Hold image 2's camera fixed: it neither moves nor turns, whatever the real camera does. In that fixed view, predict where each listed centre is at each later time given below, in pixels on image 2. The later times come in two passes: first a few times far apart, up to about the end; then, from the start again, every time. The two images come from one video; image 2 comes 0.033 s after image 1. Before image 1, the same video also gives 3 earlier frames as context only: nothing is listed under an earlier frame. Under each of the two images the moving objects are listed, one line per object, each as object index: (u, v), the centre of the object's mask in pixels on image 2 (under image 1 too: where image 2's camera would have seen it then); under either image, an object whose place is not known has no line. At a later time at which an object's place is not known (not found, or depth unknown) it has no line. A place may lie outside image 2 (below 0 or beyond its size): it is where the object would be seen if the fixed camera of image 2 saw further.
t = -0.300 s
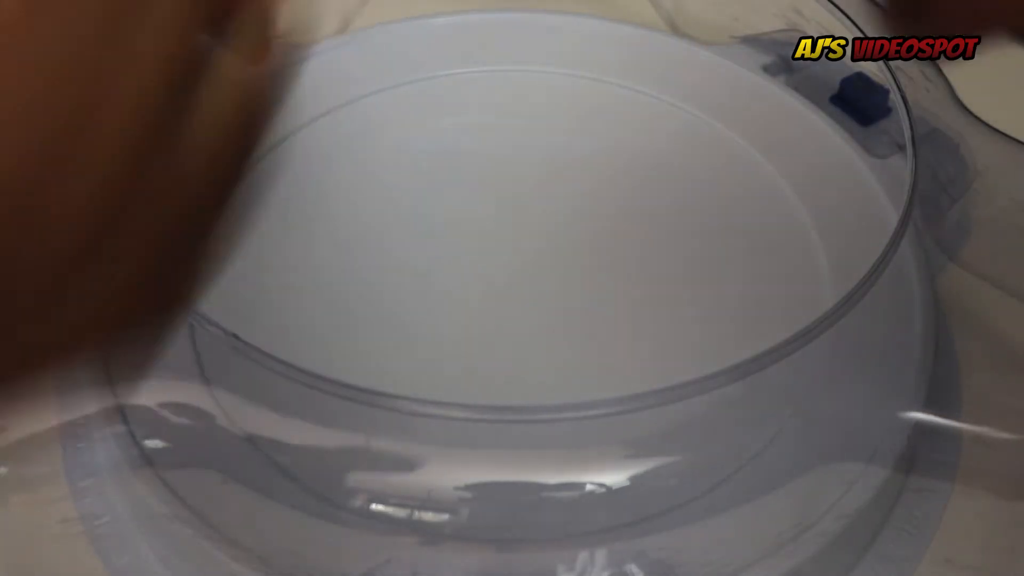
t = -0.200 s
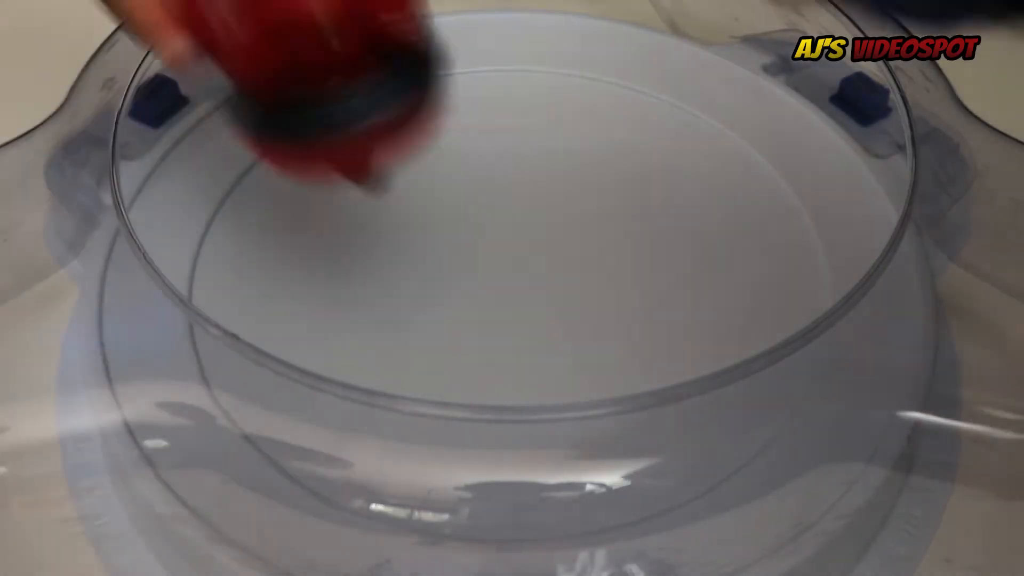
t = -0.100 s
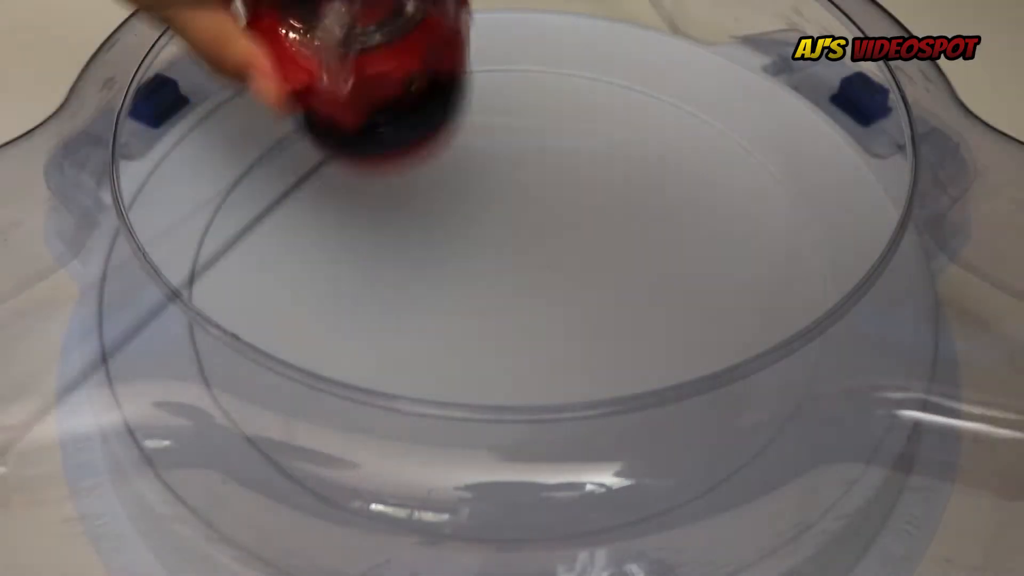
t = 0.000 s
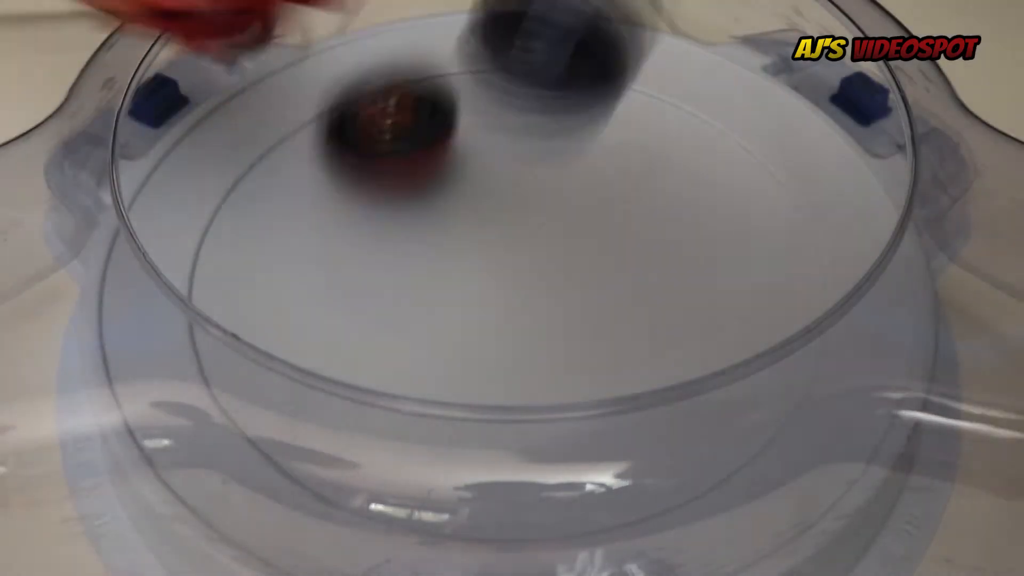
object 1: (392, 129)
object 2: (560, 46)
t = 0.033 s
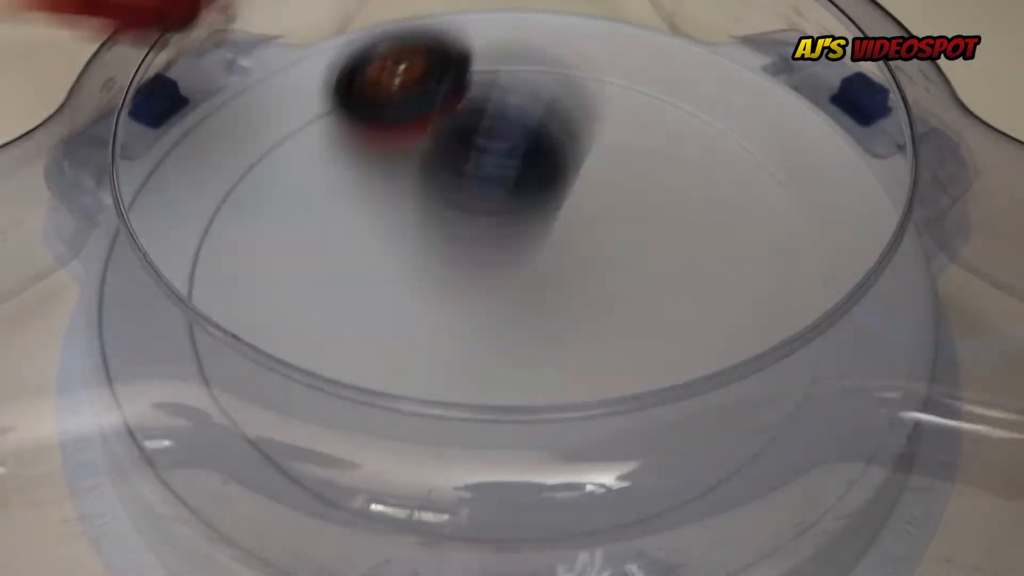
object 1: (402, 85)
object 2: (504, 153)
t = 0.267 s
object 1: (486, 133)
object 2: (416, 69)
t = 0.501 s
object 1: (718, 283)
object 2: (251, 210)
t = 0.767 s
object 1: (695, 320)
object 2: (537, 300)
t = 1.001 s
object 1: (759, 248)
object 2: (529, 149)
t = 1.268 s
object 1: (432, 257)
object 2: (356, 161)
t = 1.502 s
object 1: (391, 477)
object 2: (362, 226)
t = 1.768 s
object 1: (597, 396)
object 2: (591, 214)
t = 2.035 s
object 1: (416, 257)
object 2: (505, 101)
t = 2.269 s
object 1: (271, 226)
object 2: (443, 238)
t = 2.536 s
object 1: (281, 312)
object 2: (714, 262)
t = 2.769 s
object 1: (486, 247)
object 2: (616, 149)
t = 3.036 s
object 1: (320, 232)
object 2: (476, 173)
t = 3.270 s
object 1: (342, 327)
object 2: (538, 336)
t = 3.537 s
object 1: (469, 242)
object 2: (782, 241)
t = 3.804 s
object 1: (370, 126)
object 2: (566, 172)
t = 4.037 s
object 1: (288, 212)
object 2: (420, 322)
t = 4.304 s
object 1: (506, 246)
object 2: (626, 463)
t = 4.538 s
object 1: (595, 126)
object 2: (654, 304)
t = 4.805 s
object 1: (457, 99)
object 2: (402, 221)
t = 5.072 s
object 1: (533, 242)
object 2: (243, 321)
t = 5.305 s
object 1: (716, 240)
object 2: (442, 341)
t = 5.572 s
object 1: (663, 159)
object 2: (484, 162)
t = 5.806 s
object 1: (649, 232)
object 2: (278, 125)
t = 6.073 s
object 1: (663, 336)
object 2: (361, 267)
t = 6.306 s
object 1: (586, 326)
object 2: (560, 218)
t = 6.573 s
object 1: (400, 342)
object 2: (592, 113)
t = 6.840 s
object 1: (428, 337)
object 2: (521, 175)
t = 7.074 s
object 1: (315, 270)
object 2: (603, 243)
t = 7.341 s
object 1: (295, 273)
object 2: (655, 276)
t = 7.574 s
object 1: (390, 233)
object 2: (580, 303)
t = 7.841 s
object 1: (465, 142)
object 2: (460, 343)
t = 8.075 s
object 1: (470, 130)
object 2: (415, 333)
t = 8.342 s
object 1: (573, 209)
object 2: (397, 265)
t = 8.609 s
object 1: (679, 221)
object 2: (414, 199)
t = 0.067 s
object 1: (413, 65)
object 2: (466, 253)
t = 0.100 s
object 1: (425, 65)
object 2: (450, 223)
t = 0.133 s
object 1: (439, 75)
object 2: (439, 116)
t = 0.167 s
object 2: (437, 96)
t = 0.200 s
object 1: (486, 103)
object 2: (429, 65)
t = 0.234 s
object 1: (482, 119)
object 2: (421, 57)
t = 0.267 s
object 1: (486, 133)
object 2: (416, 69)
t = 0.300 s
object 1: (499, 143)
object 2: (412, 105)
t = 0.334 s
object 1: (525, 166)
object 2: (367, 116)
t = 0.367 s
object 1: (566, 167)
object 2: (318, 145)
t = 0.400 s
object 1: (610, 192)
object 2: (296, 141)
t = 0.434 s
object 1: (656, 240)
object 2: (277, 142)
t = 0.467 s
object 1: (695, 283)
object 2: (262, 168)
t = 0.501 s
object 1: (718, 283)
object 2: (251, 210)
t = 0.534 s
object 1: (734, 298)
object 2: (262, 216)
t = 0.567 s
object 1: (751, 336)
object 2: (282, 238)
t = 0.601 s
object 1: (753, 330)
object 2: (308, 274)
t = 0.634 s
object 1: (750, 342)
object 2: (350, 285)
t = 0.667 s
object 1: (739, 340)
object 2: (396, 311)
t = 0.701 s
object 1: (719, 324)
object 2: (447, 310)
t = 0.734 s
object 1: (706, 323)
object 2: (494, 315)
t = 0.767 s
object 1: (695, 320)
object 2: (537, 300)
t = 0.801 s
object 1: (713, 315)
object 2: (544, 267)
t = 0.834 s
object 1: (733, 311)
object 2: (549, 240)
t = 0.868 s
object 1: (751, 305)
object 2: (552, 225)
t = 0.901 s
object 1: (768, 295)
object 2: (553, 199)
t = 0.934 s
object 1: (778, 284)
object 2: (550, 185)
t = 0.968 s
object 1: (778, 266)
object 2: (541, 167)
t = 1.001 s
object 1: (759, 248)
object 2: (529, 149)
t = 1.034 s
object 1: (728, 235)
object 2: (513, 131)
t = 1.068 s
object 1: (687, 227)
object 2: (489, 115)
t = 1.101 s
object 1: (644, 224)
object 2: (462, 108)
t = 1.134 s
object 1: (599, 226)
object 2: (435, 106)
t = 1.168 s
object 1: (555, 230)
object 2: (410, 112)
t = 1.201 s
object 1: (511, 237)
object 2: (387, 123)
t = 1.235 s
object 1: (470, 246)
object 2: (368, 142)
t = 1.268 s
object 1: (432, 257)
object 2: (356, 161)
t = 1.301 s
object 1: (407, 293)
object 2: (340, 160)
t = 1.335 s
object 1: (388, 328)
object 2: (330, 162)
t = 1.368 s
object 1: (372, 366)
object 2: (325, 171)
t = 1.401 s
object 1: (368, 400)
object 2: (324, 183)
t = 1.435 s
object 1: (369, 434)
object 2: (331, 197)
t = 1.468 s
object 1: (376, 460)
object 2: (344, 212)
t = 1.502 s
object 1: (391, 477)
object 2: (362, 226)
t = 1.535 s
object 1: (421, 483)
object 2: (384, 240)
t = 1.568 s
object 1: (452, 487)
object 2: (411, 251)
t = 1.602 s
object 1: (484, 483)
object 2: (439, 259)
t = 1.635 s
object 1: (519, 478)
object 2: (470, 263)
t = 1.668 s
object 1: (545, 469)
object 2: (503, 260)
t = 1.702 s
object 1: (570, 441)
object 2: (536, 250)
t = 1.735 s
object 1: (590, 420)
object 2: (566, 236)
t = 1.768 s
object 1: (597, 396)
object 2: (591, 214)
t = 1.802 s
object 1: (592, 361)
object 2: (606, 191)
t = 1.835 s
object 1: (580, 350)
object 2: (612, 167)
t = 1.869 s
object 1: (561, 333)
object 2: (608, 144)
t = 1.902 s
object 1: (536, 315)
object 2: (596, 123)
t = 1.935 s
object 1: (507, 299)
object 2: (577, 108)
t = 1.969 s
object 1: (477, 281)
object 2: (553, 100)
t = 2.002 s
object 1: (447, 269)
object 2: (528, 98)
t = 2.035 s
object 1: (416, 257)
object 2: (505, 101)
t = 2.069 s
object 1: (387, 247)
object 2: (483, 110)
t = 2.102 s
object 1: (361, 238)
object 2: (464, 123)
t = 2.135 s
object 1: (335, 232)
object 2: (449, 140)
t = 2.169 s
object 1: (315, 228)
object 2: (438, 162)
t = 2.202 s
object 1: (297, 225)
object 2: (432, 186)
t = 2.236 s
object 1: (283, 224)
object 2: (433, 212)
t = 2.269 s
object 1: (271, 226)
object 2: (443, 238)
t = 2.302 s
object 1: (261, 231)
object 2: (463, 266)
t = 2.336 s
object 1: (255, 238)
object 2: (492, 290)
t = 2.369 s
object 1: (252, 247)
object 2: (531, 309)
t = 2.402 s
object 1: (252, 257)
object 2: (577, 318)
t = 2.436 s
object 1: (255, 268)
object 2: (623, 316)
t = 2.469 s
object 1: (260, 280)
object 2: (664, 303)
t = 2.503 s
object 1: (269, 293)
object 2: (694, 284)
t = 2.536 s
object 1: (281, 312)
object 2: (714, 262)
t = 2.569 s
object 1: (315, 318)
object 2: (726, 239)
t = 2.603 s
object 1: (348, 323)
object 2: (728, 214)
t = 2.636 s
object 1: (382, 317)
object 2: (720, 193)
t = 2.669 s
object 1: (415, 304)
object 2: (704, 175)
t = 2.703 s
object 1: (445, 288)
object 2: (679, 161)
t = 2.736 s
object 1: (469, 265)
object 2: (650, 153)
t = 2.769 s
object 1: (486, 247)
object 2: (616, 149)
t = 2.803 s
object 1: (492, 224)
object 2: (586, 148)
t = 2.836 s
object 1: (466, 221)
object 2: (581, 131)
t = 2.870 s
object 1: (437, 223)
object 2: (575, 124)
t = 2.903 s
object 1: (409, 224)
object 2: (562, 126)
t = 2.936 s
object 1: (382, 222)
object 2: (540, 130)
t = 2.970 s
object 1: (358, 223)
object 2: (516, 140)
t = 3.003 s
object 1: (337, 226)
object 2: (493, 155)
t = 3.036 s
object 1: (320, 232)
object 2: (476, 173)
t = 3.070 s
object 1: (307, 244)
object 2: (462, 194)
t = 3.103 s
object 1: (299, 258)
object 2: (455, 218)
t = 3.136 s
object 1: (295, 273)
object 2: (452, 243)
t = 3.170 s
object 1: (297, 290)
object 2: (457, 269)
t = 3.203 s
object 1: (312, 304)
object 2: (467, 294)
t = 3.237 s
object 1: (338, 321)
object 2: (484, 315)
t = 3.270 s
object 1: (342, 327)
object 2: (538, 336)
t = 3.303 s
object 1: (349, 331)
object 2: (590, 342)
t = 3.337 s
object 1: (366, 334)
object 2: (640, 341)
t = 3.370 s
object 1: (391, 334)
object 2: (673, 332)
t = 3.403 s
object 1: (417, 326)
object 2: (706, 321)
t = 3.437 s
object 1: (439, 309)
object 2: (737, 304)
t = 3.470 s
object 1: (455, 289)
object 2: (760, 287)
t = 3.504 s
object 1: (465, 265)
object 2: (777, 265)
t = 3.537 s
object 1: (469, 242)
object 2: (782, 241)
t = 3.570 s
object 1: (468, 221)
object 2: (776, 219)
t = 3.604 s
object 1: (462, 202)
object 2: (762, 198)
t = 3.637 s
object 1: (454, 184)
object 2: (740, 182)
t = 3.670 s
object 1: (441, 166)
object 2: (709, 171)
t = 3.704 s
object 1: (427, 151)
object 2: (677, 164)
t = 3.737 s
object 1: (410, 139)
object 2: (641, 162)
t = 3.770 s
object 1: (391, 130)
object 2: (602, 165)
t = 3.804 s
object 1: (370, 126)
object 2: (566, 172)
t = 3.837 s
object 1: (349, 125)
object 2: (529, 184)
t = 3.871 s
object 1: (328, 130)
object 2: (498, 200)
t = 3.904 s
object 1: (310, 141)
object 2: (469, 217)
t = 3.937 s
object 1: (297, 162)
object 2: (445, 236)
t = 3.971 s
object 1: (293, 183)
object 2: (426, 256)
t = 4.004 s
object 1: (294, 204)
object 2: (416, 283)
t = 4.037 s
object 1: (288, 212)
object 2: (420, 322)
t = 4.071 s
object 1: (292, 224)
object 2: (428, 349)
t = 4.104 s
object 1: (308, 237)
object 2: (438, 382)
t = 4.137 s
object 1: (334, 251)
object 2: (458, 406)
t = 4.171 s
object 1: (367, 260)
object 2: (483, 411)
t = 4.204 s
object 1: (402, 264)
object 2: (520, 445)
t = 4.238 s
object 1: (440, 263)
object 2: (553, 469)
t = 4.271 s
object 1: (475, 257)
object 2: (589, 461)
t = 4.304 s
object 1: (506, 246)
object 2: (626, 463)
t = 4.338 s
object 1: (532, 232)
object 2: (661, 453)
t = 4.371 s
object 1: (555, 216)
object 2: (676, 423)
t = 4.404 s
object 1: (573, 199)
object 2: (686, 400)
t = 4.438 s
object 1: (586, 181)
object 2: (689, 374)
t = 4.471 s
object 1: (594, 163)
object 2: (681, 340)
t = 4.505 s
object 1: (597, 144)
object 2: (673, 326)
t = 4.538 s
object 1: (595, 126)
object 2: (654, 304)
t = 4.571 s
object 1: (590, 109)
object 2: (629, 284)
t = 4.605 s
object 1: (580, 95)
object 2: (601, 266)
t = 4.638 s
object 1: (566, 82)
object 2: (568, 251)
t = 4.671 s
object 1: (548, 74)
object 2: (535, 240)
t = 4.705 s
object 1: (526, 70)
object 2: (501, 231)
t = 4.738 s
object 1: (502, 72)
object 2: (467, 225)
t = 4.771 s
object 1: (478, 82)
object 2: (436, 222)
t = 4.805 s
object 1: (457, 99)
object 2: (402, 221)
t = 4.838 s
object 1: (442, 120)
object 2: (373, 222)
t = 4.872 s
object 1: (437, 140)
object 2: (339, 229)
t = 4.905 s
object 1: (441, 160)
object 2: (306, 243)
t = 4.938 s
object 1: (449, 177)
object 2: (277, 253)
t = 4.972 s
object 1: (465, 197)
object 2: (256, 266)
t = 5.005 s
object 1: (484, 214)
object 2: (248, 279)
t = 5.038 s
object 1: (507, 230)
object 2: (239, 300)
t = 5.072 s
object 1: (533, 242)
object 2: (243, 321)
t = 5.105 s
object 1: (561, 254)
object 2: (258, 340)
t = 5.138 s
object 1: (590, 261)
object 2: (281, 354)
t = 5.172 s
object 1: (620, 264)
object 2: (311, 363)
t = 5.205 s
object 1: (647, 263)
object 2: (344, 365)
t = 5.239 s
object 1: (672, 258)
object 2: (376, 363)
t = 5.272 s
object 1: (696, 250)
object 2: (412, 352)
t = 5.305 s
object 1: (716, 240)
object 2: (442, 341)
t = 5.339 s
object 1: (731, 227)
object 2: (469, 326)
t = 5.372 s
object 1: (740, 213)
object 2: (492, 305)
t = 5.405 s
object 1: (741, 193)
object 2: (509, 281)
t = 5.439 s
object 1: (733, 179)
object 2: (519, 257)
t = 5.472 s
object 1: (715, 166)
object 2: (525, 234)
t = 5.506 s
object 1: (691, 158)
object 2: (528, 211)
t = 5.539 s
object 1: (663, 157)
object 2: (527, 190)
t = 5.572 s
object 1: (663, 159)
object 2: (484, 162)
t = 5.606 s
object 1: (673, 163)
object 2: (435, 139)
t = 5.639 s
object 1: (674, 170)
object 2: (398, 124)
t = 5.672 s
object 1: (671, 178)
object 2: (368, 115)
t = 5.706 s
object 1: (666, 190)
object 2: (342, 112)
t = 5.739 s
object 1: (659, 204)
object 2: (318, 112)
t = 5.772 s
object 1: (653, 218)
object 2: (293, 113)
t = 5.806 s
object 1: (649, 232)
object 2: (278, 125)
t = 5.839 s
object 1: (646, 251)
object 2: (271, 149)
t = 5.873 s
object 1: (645, 269)
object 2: (264, 170)
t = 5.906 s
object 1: (645, 286)
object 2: (265, 190)
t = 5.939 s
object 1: (646, 301)
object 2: (274, 212)
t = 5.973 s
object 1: (651, 315)
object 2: (288, 230)
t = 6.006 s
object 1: (655, 327)
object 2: (308, 249)
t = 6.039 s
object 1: (659, 332)
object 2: (333, 260)
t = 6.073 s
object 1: (663, 336)
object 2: (361, 267)
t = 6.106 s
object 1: (666, 337)
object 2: (391, 271)
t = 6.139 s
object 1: (664, 338)
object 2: (423, 271)
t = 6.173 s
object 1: (657, 336)
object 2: (455, 267)
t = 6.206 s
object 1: (649, 334)
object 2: (485, 260)
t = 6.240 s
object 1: (635, 333)
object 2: (513, 249)
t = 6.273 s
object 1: (611, 328)
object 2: (536, 234)
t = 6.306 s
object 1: (586, 326)
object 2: (560, 218)
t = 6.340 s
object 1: (560, 325)
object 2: (579, 206)
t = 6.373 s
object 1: (534, 325)
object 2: (594, 189)
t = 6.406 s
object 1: (507, 326)
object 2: (604, 172)
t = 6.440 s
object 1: (482, 329)
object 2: (609, 156)
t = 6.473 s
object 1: (457, 333)
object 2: (609, 142)
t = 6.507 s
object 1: (435, 337)
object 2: (606, 129)
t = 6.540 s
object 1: (415, 340)
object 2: (600, 120)
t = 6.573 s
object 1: (400, 342)
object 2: (592, 113)
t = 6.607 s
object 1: (389, 345)
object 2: (583, 111)
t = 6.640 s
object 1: (382, 348)
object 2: (573, 113)
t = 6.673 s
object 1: (377, 365)
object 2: (562, 119)
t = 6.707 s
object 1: (381, 368)
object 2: (553, 126)
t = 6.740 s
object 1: (392, 366)
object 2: (543, 136)
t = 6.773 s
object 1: (407, 352)
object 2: (533, 147)
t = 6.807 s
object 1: (417, 347)
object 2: (526, 160)
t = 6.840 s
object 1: (428, 337)
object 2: (521, 175)
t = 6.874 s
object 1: (435, 320)
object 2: (518, 191)
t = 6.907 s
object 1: (437, 304)
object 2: (518, 208)
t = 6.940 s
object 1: (415, 286)
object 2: (530, 215)
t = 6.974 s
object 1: (382, 287)
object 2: (553, 218)
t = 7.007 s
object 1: (355, 279)
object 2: (573, 229)
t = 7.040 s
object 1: (332, 274)
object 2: (590, 234)
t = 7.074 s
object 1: (315, 270)
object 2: (603, 243)
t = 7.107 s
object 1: (301, 269)
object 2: (616, 253)
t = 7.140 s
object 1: (292, 267)
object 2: (631, 260)
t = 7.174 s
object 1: (287, 268)
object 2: (640, 265)
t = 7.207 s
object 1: (284, 269)
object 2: (650, 268)
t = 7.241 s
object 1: (284, 270)
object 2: (655, 272)
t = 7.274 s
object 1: (286, 271)
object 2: (659, 274)
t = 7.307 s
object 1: (290, 273)
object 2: (659, 276)
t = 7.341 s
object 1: (295, 273)
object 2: (655, 276)
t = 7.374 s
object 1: (301, 273)
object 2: (648, 278)
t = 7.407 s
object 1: (312, 270)
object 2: (640, 280)
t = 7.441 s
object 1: (326, 266)
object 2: (631, 283)
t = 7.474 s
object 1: (342, 262)
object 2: (621, 286)
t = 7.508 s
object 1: (358, 254)
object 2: (608, 291)
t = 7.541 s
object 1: (375, 244)
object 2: (595, 296)
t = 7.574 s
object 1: (390, 233)
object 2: (580, 303)
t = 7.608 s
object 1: (404, 223)
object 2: (564, 309)
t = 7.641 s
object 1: (417, 212)
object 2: (549, 315)
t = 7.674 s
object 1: (429, 200)
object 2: (532, 321)
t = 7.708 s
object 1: (439, 189)
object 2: (517, 325)
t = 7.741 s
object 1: (448, 176)
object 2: (502, 331)
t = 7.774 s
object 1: (455, 165)
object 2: (487, 336)
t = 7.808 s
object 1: (461, 153)
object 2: (473, 340)
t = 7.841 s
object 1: (465, 142)
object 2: (460, 343)
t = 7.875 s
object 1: (468, 132)
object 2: (449, 344)
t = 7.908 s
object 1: (469, 125)
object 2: (438, 343)
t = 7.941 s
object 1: (468, 118)
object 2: (429, 343)
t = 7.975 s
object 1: (468, 116)
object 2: (423, 343)
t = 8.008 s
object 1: (467, 119)
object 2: (419, 341)
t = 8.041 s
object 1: (467, 123)
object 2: (416, 337)
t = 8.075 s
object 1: (470, 130)
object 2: (415, 333)
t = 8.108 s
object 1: (475, 140)
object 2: (414, 325)
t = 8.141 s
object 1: (483, 152)
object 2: (410, 317)
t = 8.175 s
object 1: (495, 163)
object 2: (405, 309)
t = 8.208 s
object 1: (509, 174)
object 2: (402, 302)
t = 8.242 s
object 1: (524, 185)
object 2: (401, 293)
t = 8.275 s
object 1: (540, 195)
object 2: (399, 284)
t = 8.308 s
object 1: (556, 202)
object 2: (398, 275)
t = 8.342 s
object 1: (573, 209)
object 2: (397, 265)
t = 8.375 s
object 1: (590, 215)
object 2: (396, 256)
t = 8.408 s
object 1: (608, 219)
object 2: (396, 246)
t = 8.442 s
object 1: (624, 222)
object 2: (396, 237)
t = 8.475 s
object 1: (639, 224)
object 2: (398, 229)
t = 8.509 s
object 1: (653, 225)
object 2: (401, 220)
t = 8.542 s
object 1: (665, 225)
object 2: (405, 213)
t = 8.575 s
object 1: (674, 224)
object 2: (410, 206)
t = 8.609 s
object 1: (679, 221)
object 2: (414, 199)
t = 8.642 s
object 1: (680, 218)
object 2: (419, 194)
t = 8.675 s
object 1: (673, 218)
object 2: (426, 189)
